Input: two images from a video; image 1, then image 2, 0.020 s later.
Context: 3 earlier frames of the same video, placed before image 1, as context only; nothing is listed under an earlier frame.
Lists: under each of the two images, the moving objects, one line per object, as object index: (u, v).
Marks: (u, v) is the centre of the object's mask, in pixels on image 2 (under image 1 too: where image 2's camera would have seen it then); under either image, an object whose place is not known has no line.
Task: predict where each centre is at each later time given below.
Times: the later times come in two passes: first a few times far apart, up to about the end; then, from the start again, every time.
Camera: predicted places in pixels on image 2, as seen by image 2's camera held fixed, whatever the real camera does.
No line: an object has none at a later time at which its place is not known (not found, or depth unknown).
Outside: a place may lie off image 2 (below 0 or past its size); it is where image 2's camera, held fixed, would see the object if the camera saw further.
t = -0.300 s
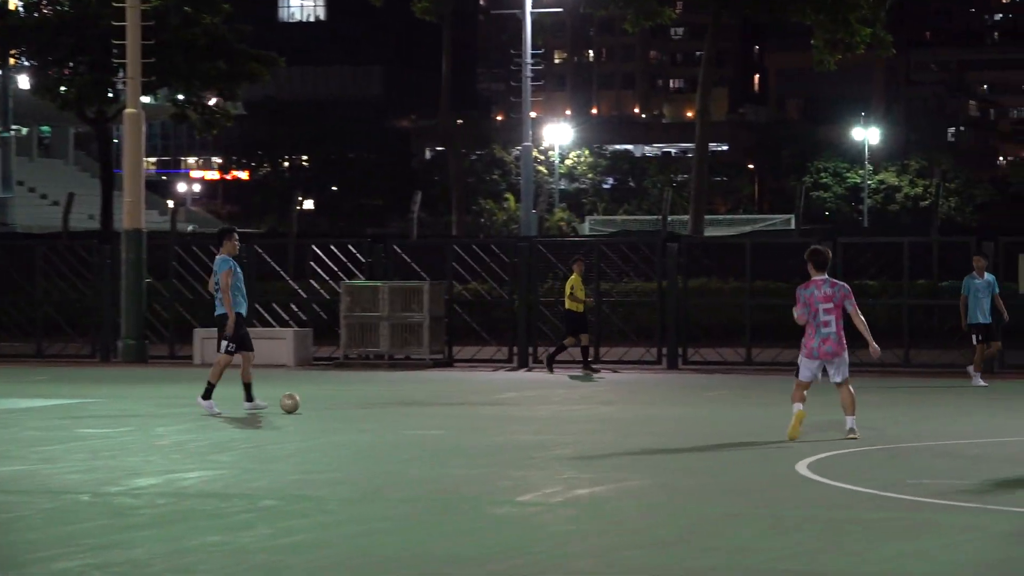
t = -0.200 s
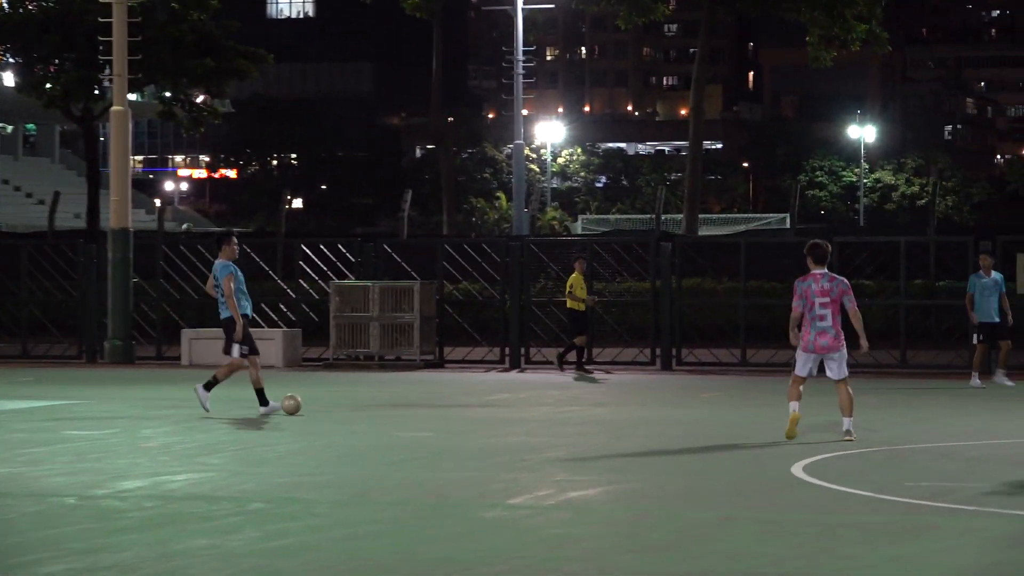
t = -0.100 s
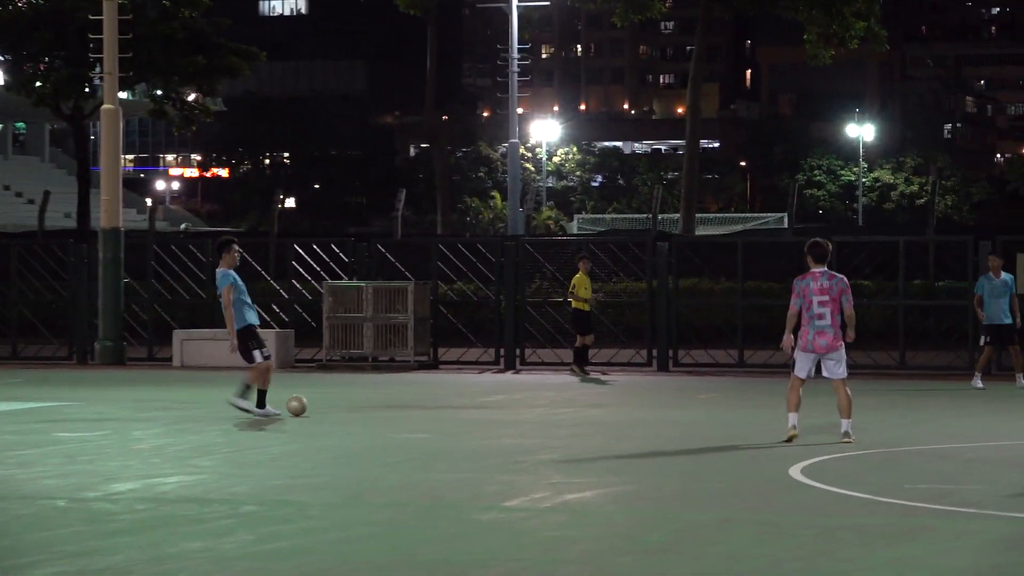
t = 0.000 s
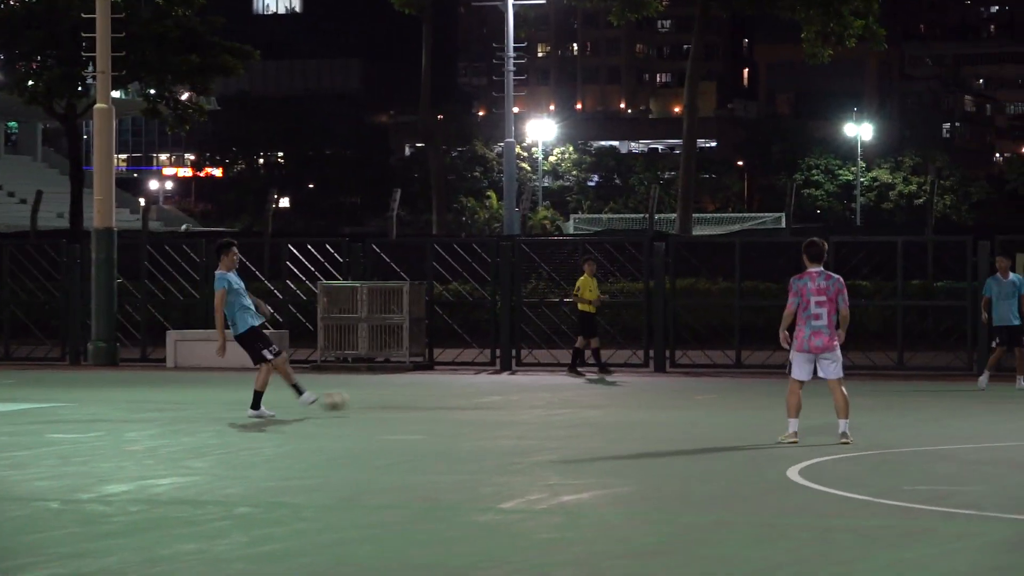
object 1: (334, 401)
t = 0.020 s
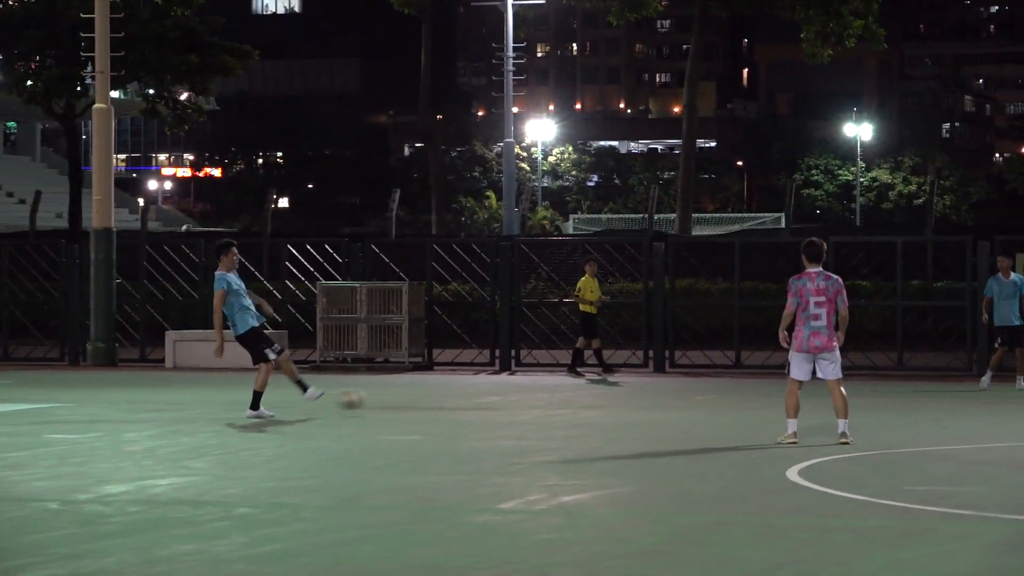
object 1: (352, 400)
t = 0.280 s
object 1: (554, 398)
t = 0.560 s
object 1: (700, 390)
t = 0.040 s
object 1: (369, 398)
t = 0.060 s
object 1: (387, 397)
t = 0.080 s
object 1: (403, 396)
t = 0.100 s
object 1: (419, 396)
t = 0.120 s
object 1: (438, 396)
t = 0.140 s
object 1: (452, 396)
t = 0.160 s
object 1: (469, 396)
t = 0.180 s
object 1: (485, 399)
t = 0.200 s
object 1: (502, 401)
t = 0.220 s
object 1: (516, 403)
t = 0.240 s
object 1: (531, 403)
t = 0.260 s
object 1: (544, 400)
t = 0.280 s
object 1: (554, 398)
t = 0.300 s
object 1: (566, 396)
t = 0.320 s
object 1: (576, 395)
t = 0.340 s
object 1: (588, 394)
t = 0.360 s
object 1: (599, 395)
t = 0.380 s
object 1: (612, 394)
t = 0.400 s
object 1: (622, 393)
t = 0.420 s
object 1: (634, 394)
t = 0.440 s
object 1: (644, 396)
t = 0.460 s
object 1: (656, 397)
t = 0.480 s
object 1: (665, 397)
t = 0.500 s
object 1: (674, 395)
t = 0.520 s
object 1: (683, 393)
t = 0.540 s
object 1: (692, 391)
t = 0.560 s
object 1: (700, 390)
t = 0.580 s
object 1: (709, 389)
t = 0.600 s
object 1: (717, 389)
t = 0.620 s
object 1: (725, 388)
